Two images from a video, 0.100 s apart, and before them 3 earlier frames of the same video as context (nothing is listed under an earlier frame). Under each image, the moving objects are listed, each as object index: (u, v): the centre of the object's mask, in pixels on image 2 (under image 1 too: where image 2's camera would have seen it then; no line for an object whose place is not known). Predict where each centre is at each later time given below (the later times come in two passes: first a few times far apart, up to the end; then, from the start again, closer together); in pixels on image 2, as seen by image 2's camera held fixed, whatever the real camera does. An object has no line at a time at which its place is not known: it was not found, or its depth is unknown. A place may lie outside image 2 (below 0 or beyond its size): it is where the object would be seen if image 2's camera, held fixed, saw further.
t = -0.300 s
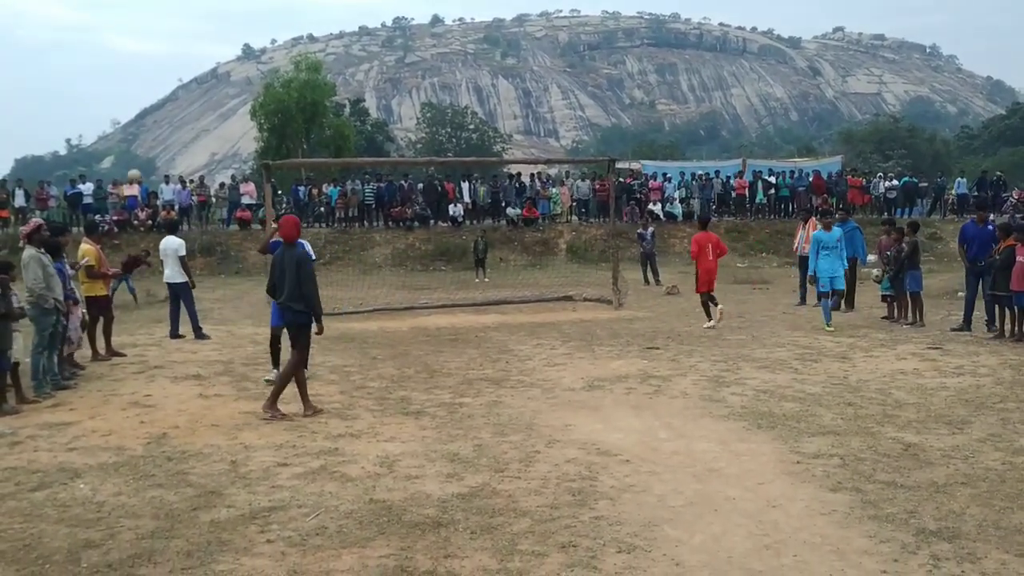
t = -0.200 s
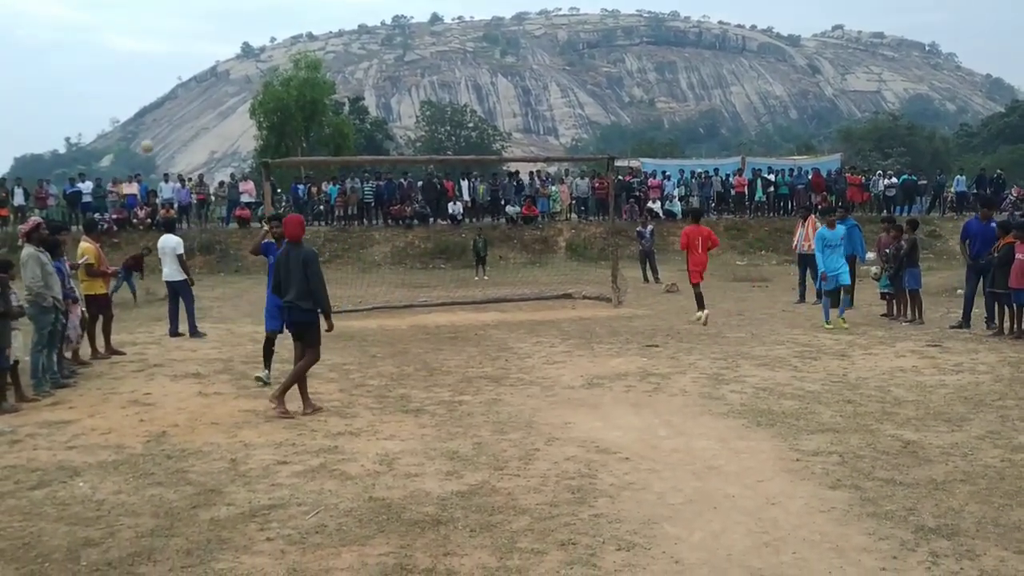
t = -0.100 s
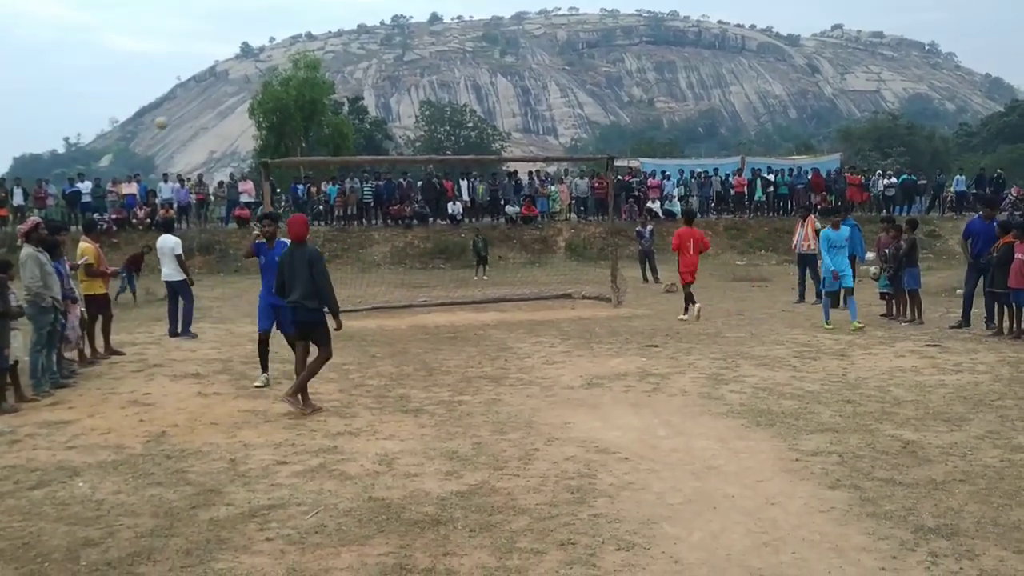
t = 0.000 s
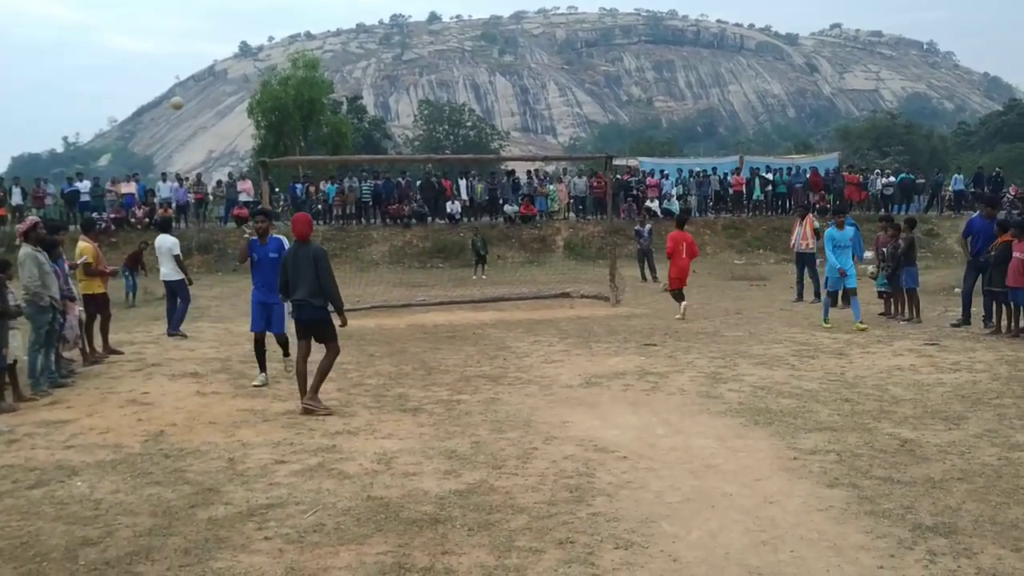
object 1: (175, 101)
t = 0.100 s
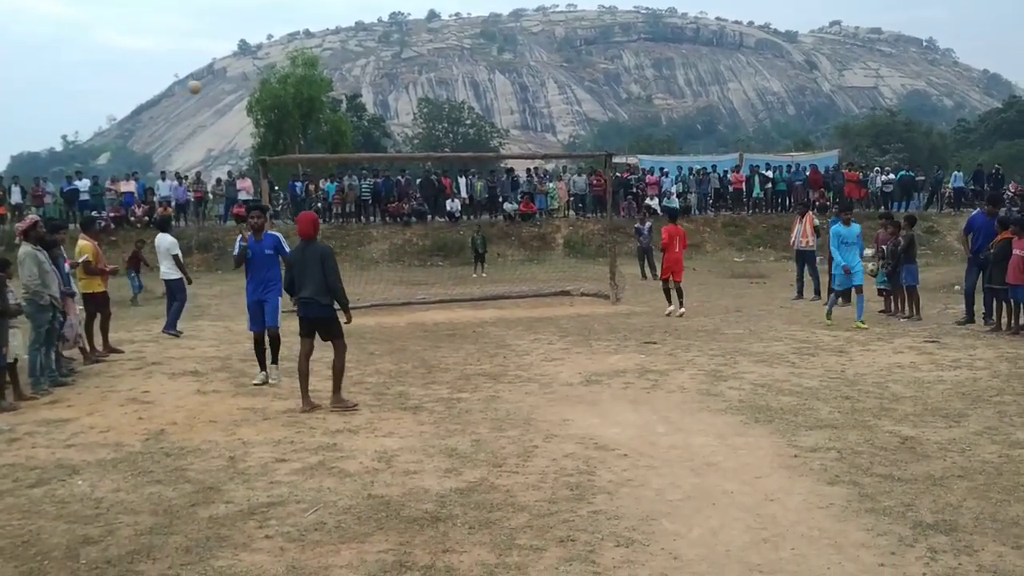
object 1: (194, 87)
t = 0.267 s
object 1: (228, 75)
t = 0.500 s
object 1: (284, 87)
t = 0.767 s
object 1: (359, 146)
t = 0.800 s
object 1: (369, 157)
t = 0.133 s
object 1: (200, 84)
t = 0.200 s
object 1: (214, 78)
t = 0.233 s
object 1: (221, 76)
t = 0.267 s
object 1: (228, 75)
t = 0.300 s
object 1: (235, 75)
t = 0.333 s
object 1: (242, 75)
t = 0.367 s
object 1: (250, 76)
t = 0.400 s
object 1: (258, 77)
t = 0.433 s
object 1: (266, 80)
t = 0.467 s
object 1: (275, 82)
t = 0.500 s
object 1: (284, 87)
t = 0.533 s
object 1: (292, 91)
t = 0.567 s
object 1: (301, 96)
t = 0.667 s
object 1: (328, 117)
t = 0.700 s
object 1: (339, 126)
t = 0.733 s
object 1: (349, 135)
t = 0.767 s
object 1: (359, 146)
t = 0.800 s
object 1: (369, 157)
